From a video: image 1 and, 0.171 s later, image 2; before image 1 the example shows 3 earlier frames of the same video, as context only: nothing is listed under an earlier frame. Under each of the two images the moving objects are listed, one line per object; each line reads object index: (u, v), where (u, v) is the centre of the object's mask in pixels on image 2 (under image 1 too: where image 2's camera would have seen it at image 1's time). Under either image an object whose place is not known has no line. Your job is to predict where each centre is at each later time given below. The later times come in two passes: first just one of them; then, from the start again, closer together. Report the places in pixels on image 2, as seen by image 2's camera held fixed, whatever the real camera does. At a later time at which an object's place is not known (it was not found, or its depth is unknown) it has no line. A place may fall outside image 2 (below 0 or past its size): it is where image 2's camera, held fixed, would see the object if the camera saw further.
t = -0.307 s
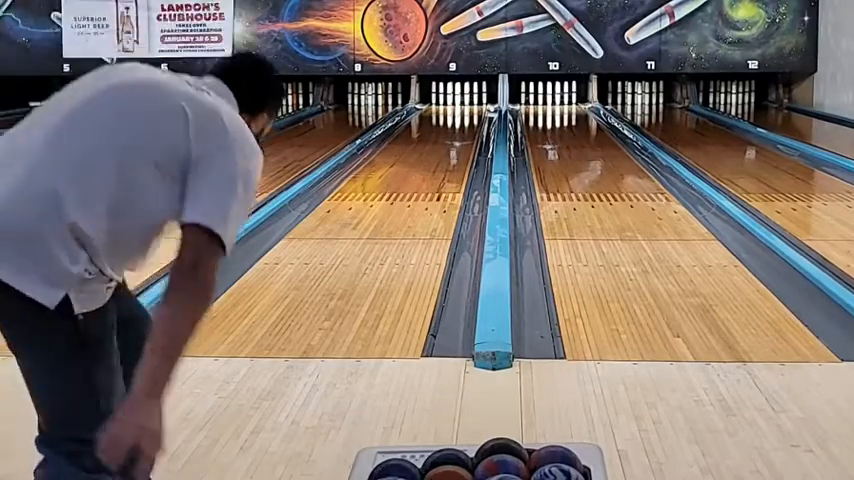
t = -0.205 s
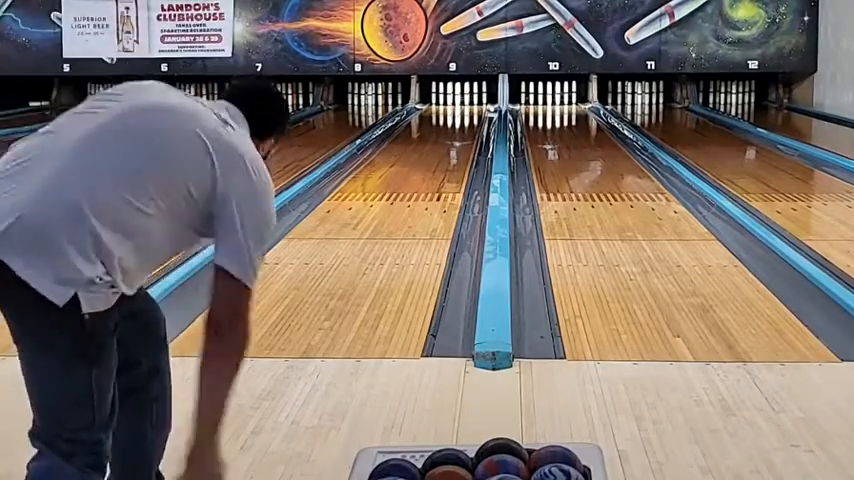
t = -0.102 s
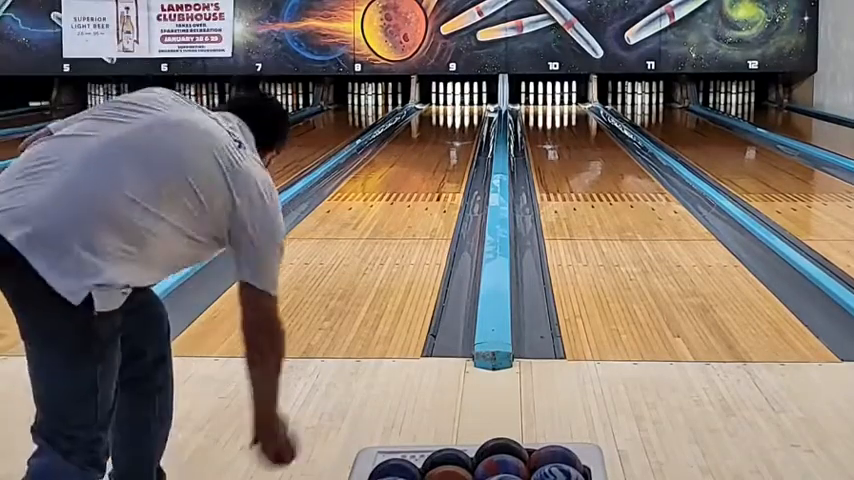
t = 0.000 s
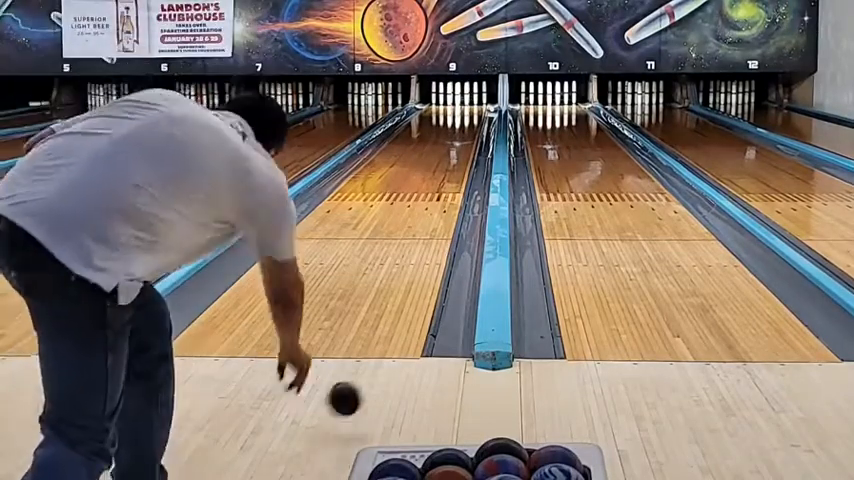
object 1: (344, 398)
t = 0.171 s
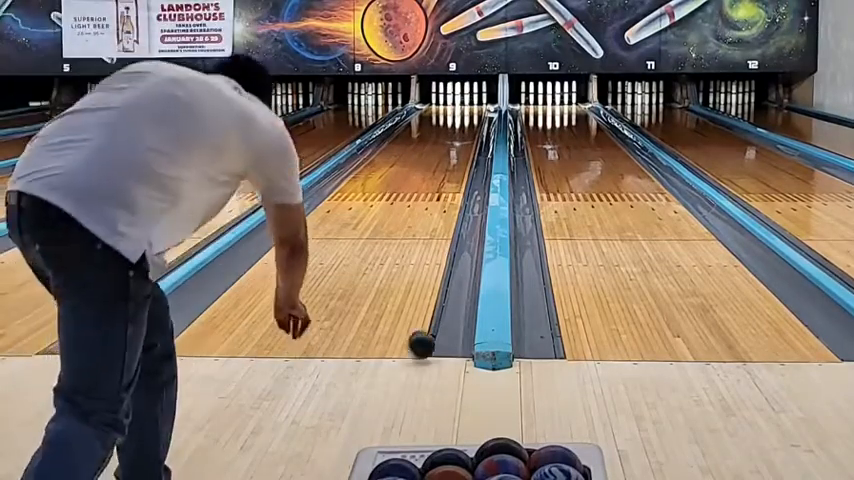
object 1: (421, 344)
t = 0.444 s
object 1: (467, 284)
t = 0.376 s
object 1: (466, 296)
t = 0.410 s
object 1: (467, 287)
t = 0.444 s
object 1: (467, 284)
